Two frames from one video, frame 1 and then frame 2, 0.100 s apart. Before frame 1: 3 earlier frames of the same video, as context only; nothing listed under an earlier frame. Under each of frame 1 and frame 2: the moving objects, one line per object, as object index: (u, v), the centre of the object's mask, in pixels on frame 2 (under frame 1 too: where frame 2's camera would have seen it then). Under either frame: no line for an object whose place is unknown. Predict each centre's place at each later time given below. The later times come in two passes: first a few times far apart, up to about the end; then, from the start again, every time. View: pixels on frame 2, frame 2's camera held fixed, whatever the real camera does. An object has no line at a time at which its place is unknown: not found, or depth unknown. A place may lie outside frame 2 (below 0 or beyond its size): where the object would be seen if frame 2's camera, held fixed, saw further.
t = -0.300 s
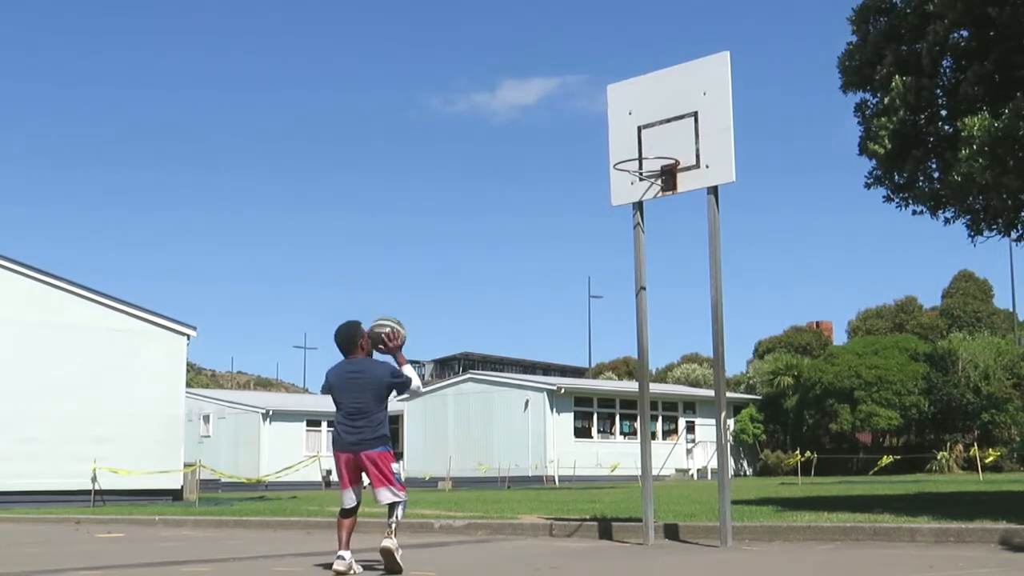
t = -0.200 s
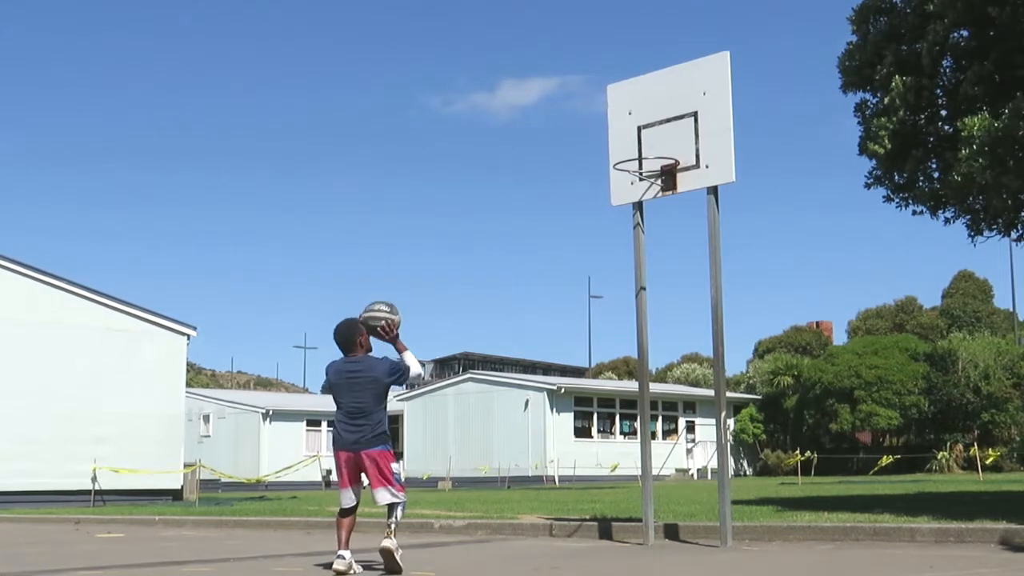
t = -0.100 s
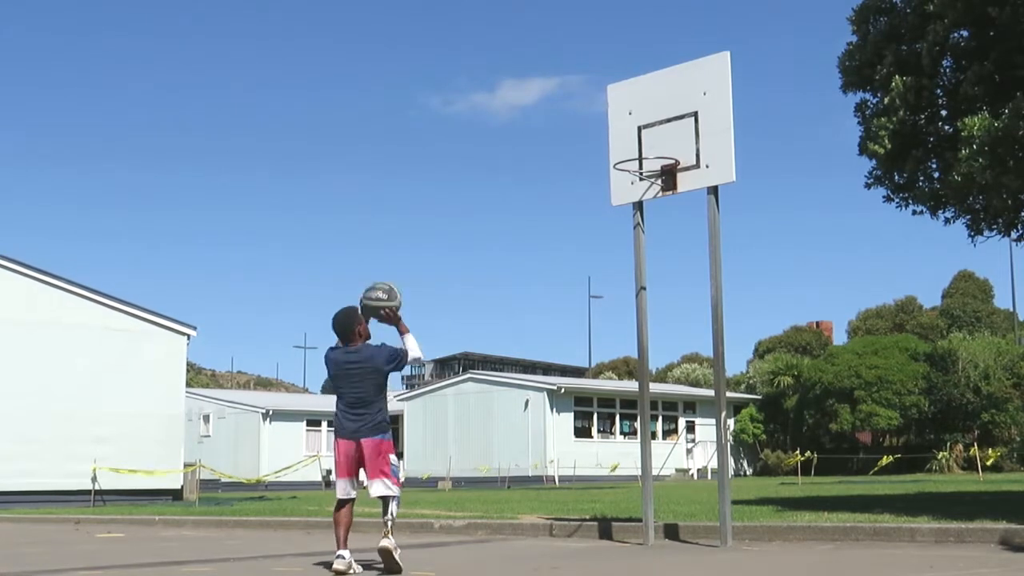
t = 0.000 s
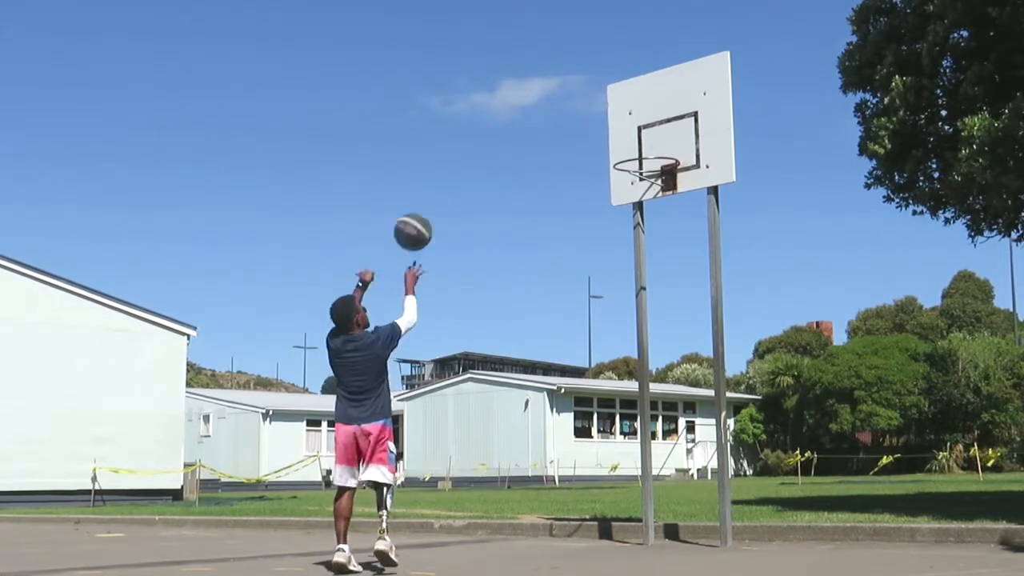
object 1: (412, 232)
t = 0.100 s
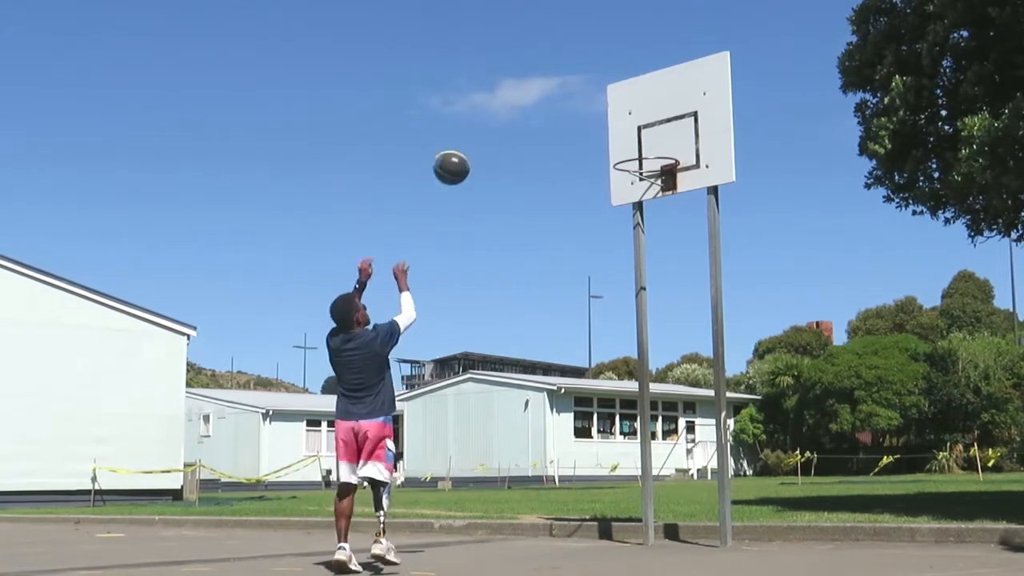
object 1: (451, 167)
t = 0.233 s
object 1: (498, 108)
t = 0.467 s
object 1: (574, 69)
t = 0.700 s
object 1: (643, 98)
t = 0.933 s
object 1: (630, 138)
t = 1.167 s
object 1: (631, 94)
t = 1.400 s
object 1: (633, 116)
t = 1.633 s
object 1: (636, 207)
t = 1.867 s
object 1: (640, 371)
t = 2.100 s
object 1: (638, 481)
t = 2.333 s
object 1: (621, 323)
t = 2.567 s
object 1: (605, 236)
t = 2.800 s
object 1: (589, 218)
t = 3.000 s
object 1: (576, 257)
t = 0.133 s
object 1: (463, 150)
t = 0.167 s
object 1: (476, 134)
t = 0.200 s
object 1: (487, 120)
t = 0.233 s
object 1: (498, 108)
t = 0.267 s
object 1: (510, 97)
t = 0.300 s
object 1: (521, 88)
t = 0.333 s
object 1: (532, 81)
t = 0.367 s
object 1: (542, 77)
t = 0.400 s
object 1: (553, 73)
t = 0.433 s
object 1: (564, 70)
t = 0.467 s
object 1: (574, 69)
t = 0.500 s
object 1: (584, 69)
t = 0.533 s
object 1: (594, 71)
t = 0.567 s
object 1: (604, 74)
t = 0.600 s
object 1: (614, 78)
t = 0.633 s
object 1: (624, 84)
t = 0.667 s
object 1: (633, 91)
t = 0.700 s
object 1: (643, 98)
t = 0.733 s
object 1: (652, 108)
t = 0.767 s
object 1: (656, 117)
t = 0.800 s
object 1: (649, 125)
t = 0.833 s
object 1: (642, 134)
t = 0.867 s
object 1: (635, 144)
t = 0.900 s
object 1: (630, 149)
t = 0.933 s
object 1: (630, 138)
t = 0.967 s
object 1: (630, 127)
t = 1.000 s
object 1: (630, 118)
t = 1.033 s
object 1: (630, 110)
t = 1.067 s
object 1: (630, 104)
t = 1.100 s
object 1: (630, 99)
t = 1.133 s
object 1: (630, 96)
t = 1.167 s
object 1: (631, 94)
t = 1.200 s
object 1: (631, 93)
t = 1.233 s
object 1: (631, 93)
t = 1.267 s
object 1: (631, 95)
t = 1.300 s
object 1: (631, 99)
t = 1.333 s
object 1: (632, 103)
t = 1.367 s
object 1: (632, 109)
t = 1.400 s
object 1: (633, 116)
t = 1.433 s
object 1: (633, 125)
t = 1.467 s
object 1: (633, 135)
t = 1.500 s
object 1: (634, 147)
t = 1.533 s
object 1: (634, 160)
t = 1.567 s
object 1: (634, 174)
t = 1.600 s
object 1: (635, 190)
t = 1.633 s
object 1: (636, 207)
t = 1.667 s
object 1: (636, 227)
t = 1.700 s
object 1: (637, 246)
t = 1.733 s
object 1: (637, 269)
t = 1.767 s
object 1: (638, 292)
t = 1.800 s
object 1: (638, 317)
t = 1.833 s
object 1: (639, 343)
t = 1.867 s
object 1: (640, 371)
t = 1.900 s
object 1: (641, 400)
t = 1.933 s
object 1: (641, 432)
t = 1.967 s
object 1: (642, 465)
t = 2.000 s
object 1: (643, 500)
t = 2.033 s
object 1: (643, 536)
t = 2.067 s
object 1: (641, 510)
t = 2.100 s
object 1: (638, 481)
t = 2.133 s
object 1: (636, 454)
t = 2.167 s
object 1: (633, 429)
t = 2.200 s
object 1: (630, 406)
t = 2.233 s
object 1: (628, 383)
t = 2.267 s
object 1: (627, 360)
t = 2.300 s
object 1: (624, 341)
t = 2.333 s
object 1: (621, 323)
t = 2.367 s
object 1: (619, 306)
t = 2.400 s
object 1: (616, 291)
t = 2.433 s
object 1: (614, 277)
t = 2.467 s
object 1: (611, 265)
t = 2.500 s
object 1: (609, 254)
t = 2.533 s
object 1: (607, 244)
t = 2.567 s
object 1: (605, 236)
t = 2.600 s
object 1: (602, 229)
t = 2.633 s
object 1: (600, 224)
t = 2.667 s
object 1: (598, 220)
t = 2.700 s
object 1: (596, 218)
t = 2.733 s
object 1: (593, 216)
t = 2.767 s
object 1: (591, 217)
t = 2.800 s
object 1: (589, 218)
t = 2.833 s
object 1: (587, 221)
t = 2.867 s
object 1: (584, 226)
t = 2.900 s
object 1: (583, 231)
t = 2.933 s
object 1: (581, 239)
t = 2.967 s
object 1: (579, 247)
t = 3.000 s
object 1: (576, 257)
